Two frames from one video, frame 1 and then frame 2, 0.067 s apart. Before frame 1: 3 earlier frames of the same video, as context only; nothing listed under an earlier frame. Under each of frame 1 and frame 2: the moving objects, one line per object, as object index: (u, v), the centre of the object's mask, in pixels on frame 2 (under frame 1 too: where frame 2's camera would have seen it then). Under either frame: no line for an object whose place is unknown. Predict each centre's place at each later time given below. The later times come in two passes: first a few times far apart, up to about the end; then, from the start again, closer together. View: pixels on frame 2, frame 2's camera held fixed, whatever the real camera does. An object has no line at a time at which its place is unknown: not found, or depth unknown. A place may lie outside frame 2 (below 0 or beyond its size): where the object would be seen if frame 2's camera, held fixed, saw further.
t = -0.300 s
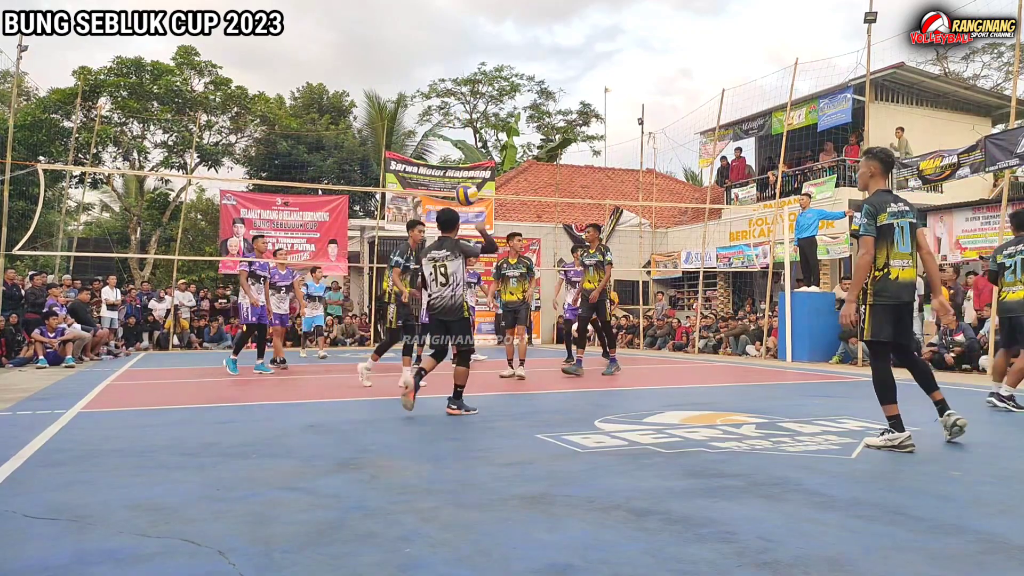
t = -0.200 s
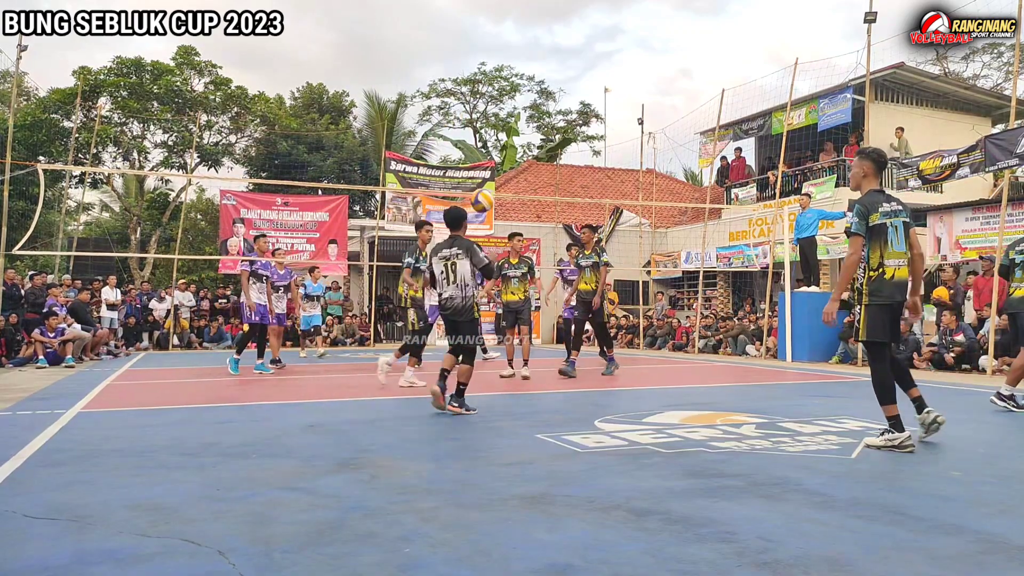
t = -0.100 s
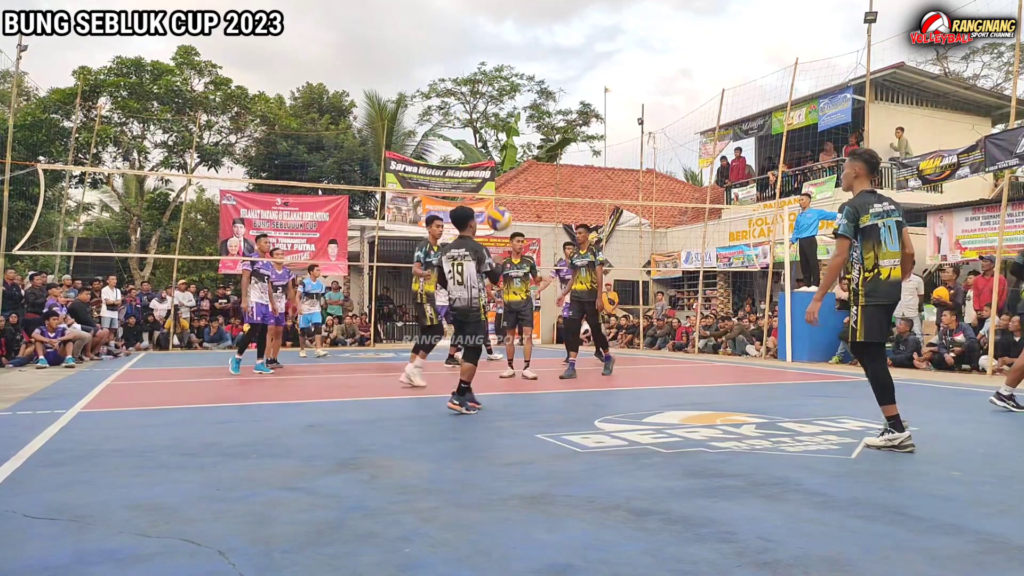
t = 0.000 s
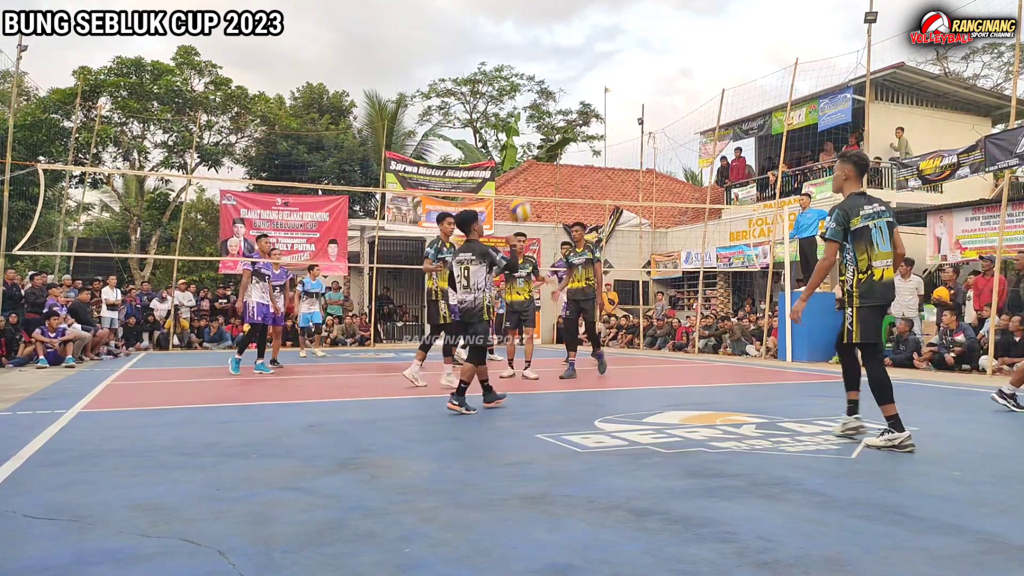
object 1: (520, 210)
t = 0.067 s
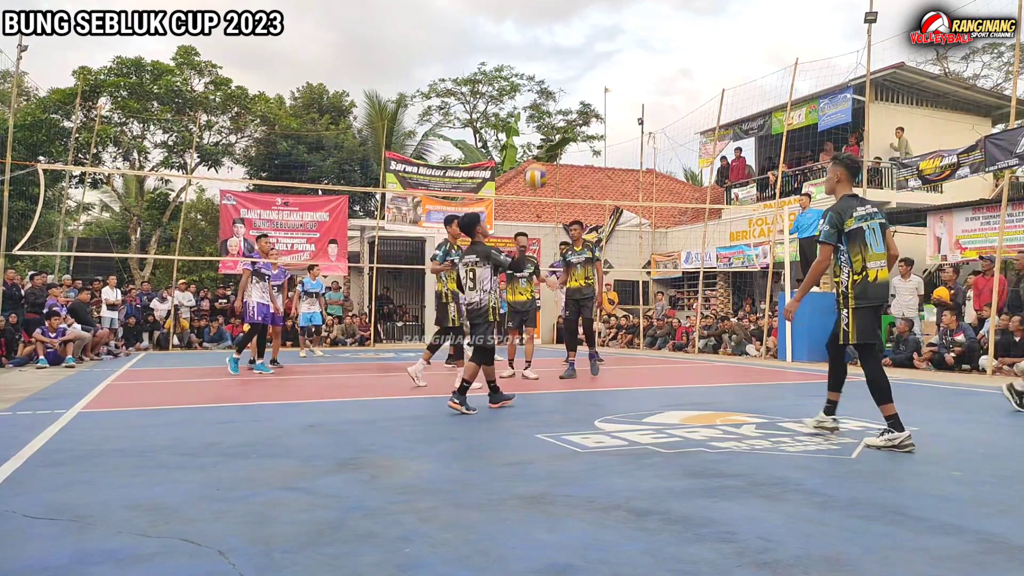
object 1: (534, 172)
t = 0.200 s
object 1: (567, 119)
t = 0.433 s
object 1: (606, 87)
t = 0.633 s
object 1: (651, 105)
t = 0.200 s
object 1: (567, 119)
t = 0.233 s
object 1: (580, 117)
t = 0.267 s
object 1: (584, 110)
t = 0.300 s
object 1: (586, 101)
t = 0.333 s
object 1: (593, 97)
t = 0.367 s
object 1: (600, 93)
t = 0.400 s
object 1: (604, 88)
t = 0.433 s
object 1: (606, 87)
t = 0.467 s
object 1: (619, 84)
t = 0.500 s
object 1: (626, 90)
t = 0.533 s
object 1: (632, 92)
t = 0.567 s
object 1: (638, 95)
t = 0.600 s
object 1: (645, 100)
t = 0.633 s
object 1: (651, 105)
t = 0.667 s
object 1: (657, 112)
